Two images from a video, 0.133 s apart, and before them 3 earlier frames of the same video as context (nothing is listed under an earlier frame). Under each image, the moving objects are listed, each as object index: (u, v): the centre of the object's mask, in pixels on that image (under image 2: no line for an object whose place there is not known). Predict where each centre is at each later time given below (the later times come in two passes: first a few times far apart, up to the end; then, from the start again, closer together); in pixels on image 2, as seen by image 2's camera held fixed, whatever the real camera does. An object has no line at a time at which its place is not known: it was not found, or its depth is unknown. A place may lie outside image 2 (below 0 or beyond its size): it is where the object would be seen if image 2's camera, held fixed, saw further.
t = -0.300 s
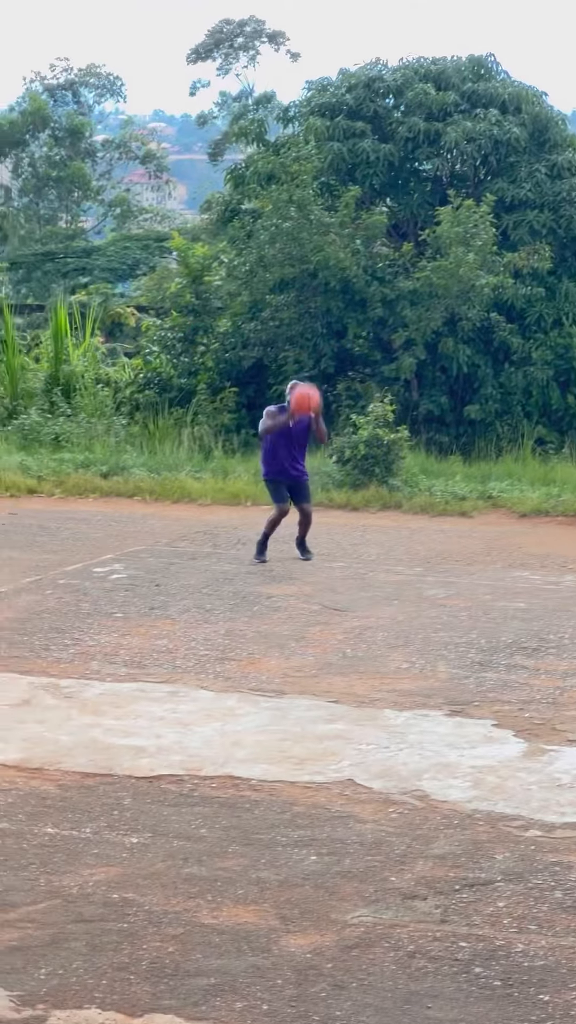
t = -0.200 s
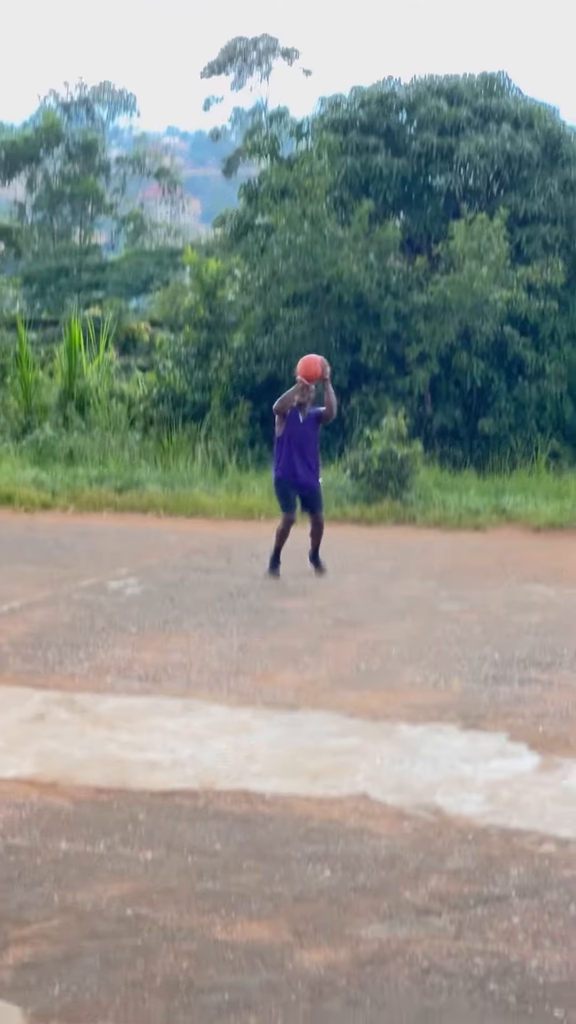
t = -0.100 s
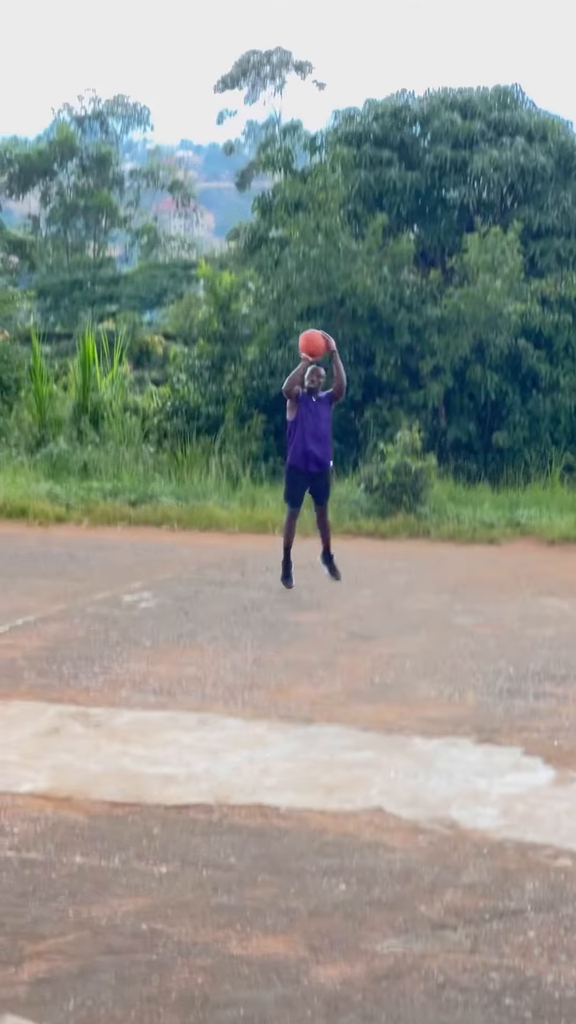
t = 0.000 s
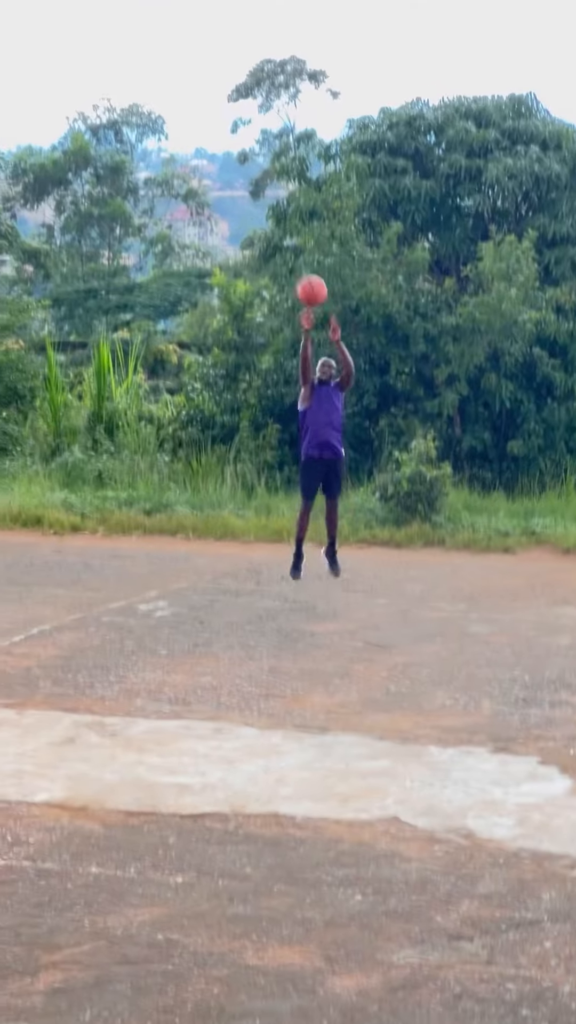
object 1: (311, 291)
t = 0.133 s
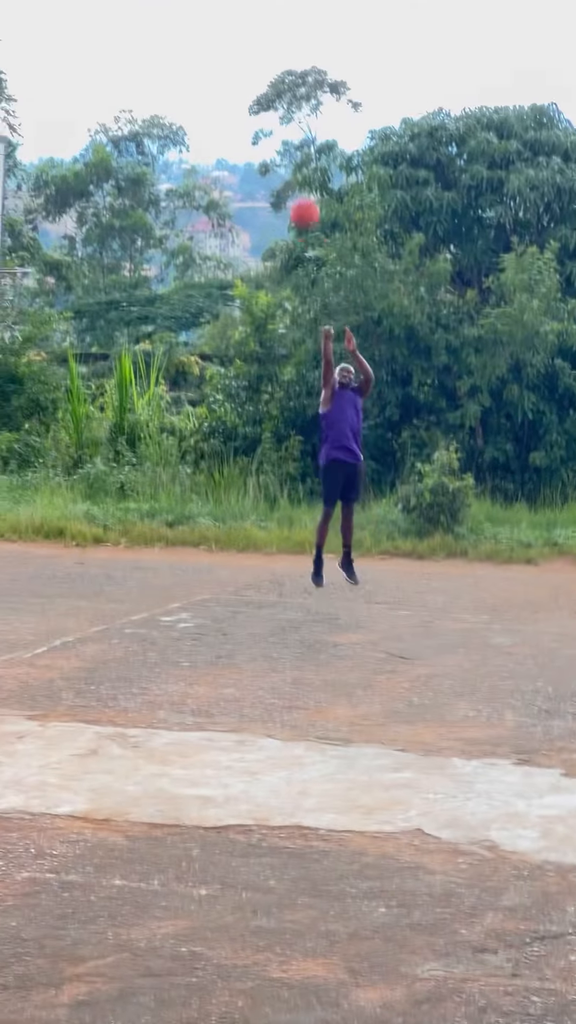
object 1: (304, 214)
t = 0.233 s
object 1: (282, 155)
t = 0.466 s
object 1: (228, 61)
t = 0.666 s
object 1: (175, 33)
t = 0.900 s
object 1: (104, 74)
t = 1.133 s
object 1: (21, 214)
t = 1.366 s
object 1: (-19, 293)
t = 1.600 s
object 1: (28, 367)
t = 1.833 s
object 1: (74, 524)
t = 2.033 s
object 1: (112, 717)
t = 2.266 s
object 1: (153, 551)
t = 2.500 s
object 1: (194, 454)
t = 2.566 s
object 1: (208, 443)
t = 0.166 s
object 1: (296, 191)
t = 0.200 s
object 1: (290, 173)
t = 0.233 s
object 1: (282, 155)
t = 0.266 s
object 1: (275, 139)
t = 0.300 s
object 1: (267, 122)
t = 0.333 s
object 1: (260, 108)
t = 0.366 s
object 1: (252, 95)
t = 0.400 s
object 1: (244, 82)
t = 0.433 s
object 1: (236, 71)
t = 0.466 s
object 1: (228, 61)
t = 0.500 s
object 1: (220, 53)
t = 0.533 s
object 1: (211, 46)
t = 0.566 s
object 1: (202, 41)
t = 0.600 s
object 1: (193, 36)
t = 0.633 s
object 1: (184, 34)
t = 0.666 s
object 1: (175, 33)
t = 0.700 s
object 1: (165, 33)
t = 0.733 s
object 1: (155, 36)
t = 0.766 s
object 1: (146, 40)
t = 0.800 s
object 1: (136, 45)
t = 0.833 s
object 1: (126, 53)
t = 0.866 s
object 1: (115, 63)
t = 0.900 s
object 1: (104, 74)
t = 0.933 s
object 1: (92, 88)
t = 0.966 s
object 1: (81, 103)
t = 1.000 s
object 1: (69, 121)
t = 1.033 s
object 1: (57, 142)
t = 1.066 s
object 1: (45, 164)
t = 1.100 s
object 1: (34, 185)
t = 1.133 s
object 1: (21, 214)
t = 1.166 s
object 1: (8, 240)
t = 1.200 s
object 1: (-7, 264)
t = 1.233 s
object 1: (-25, 282)
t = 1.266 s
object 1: (-35, 287)
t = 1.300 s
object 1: (-34, 287)
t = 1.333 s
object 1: (-28, 289)
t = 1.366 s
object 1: (-19, 293)
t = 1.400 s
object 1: (-13, 298)
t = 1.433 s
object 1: (-6, 305)
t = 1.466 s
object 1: (0, 313)
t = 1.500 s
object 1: (7, 324)
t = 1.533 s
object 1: (14, 337)
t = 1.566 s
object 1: (21, 352)
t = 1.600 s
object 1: (28, 367)
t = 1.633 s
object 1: (35, 385)
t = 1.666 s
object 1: (41, 404)
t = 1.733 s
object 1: (55, 446)
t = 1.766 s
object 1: (62, 471)
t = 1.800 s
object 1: (68, 496)
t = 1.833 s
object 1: (74, 524)
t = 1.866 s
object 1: (81, 552)
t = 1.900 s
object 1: (87, 585)
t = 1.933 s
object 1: (93, 616)
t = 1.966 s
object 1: (99, 647)
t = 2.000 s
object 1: (105, 684)
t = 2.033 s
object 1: (112, 717)
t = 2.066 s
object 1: (117, 701)
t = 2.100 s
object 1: (123, 672)
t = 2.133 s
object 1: (129, 646)
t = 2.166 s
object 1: (135, 619)
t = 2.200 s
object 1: (141, 596)
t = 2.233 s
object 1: (147, 574)
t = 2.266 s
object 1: (153, 551)
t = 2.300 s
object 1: (159, 530)
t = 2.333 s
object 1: (165, 514)
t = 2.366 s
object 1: (170, 498)
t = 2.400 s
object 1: (176, 484)
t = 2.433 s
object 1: (182, 473)
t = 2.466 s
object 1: (188, 462)
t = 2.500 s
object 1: (194, 454)
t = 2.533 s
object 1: (199, 447)
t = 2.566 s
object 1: (208, 443)
